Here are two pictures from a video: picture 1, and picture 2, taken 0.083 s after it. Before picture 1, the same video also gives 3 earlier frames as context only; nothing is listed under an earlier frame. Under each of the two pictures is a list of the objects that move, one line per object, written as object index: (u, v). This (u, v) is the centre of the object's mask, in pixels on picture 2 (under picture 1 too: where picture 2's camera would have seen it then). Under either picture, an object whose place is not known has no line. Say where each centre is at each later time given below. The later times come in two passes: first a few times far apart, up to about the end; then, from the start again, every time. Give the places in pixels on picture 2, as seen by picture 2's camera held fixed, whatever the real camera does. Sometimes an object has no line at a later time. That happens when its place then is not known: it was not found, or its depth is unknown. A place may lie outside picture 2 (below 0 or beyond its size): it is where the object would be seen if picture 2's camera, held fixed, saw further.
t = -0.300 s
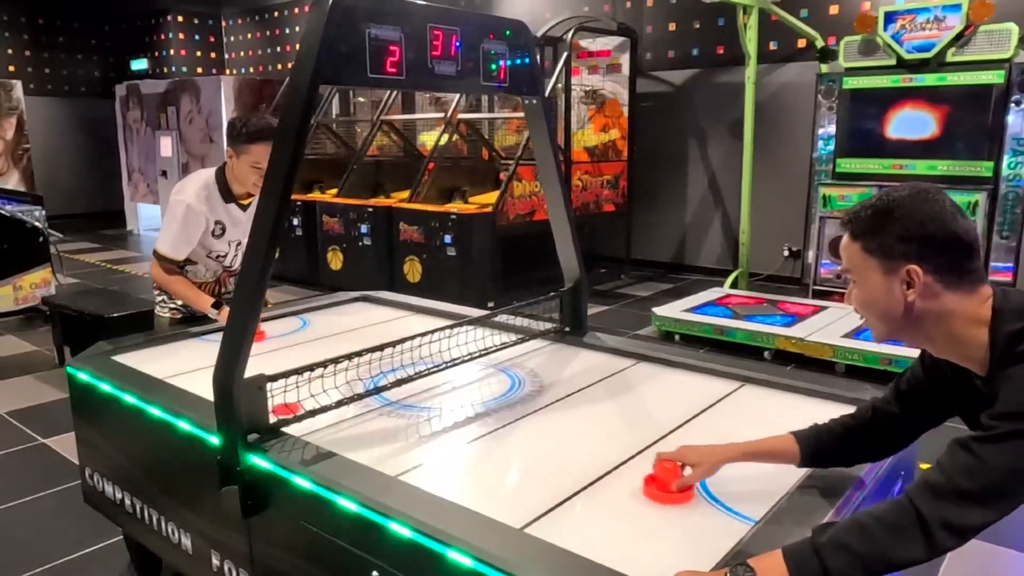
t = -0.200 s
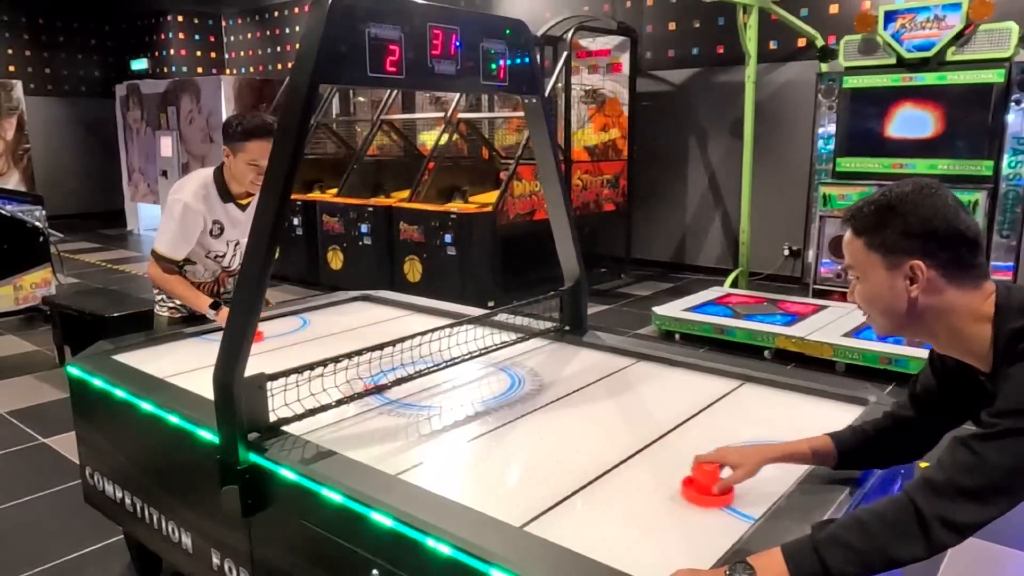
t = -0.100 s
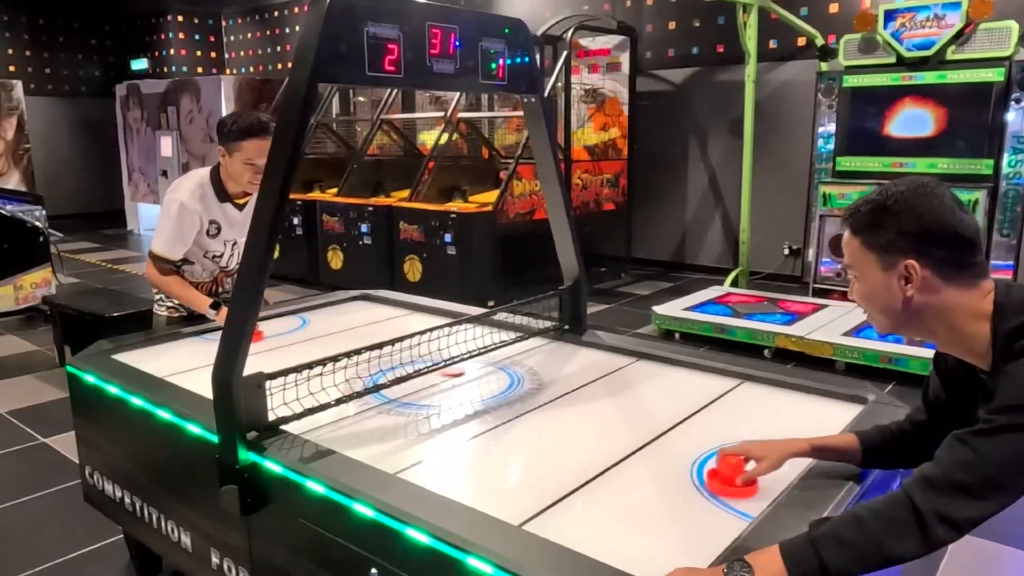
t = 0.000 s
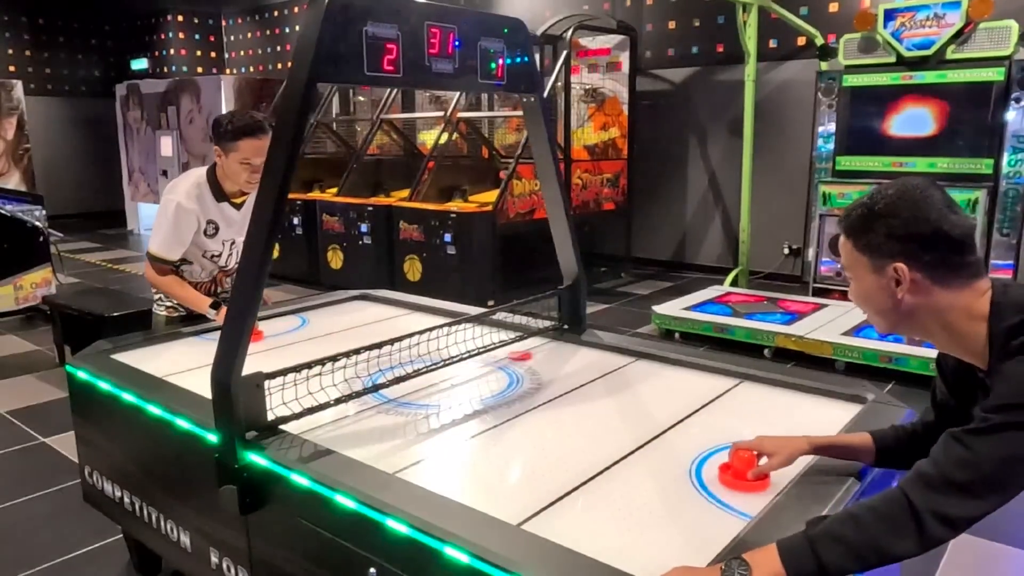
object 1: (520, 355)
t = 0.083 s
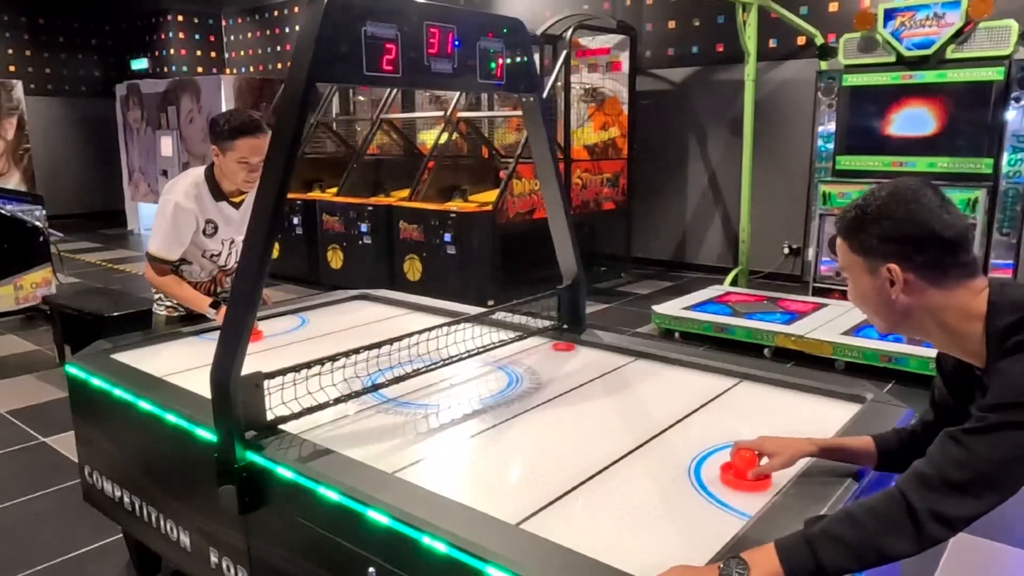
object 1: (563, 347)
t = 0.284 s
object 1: (526, 386)
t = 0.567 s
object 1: (442, 471)
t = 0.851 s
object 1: (565, 439)
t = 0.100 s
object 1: (560, 349)
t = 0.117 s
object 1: (558, 353)
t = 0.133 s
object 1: (555, 355)
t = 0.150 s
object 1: (552, 359)
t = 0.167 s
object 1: (549, 362)
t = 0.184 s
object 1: (546, 365)
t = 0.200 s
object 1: (543, 368)
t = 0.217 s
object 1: (539, 372)
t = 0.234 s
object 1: (536, 375)
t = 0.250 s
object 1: (533, 378)
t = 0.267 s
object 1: (530, 382)
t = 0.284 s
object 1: (526, 386)
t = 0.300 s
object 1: (522, 390)
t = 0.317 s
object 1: (517, 394)
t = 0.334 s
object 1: (514, 398)
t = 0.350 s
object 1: (509, 402)
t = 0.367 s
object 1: (505, 406)
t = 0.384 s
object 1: (501, 411)
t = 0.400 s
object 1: (497, 415)
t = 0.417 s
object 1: (492, 420)
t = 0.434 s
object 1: (488, 425)
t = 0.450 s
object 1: (483, 430)
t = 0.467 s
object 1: (478, 435)
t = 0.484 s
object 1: (473, 440)
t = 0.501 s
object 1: (469, 446)
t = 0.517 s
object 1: (462, 452)
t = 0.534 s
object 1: (456, 458)
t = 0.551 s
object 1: (449, 464)
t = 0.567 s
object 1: (442, 471)
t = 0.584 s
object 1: (436, 478)
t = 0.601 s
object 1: (432, 482)
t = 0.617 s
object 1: (439, 481)
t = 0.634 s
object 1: (449, 479)
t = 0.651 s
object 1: (459, 475)
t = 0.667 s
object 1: (469, 471)
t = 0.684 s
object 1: (478, 468)
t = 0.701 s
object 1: (488, 465)
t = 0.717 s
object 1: (497, 461)
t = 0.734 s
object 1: (506, 459)
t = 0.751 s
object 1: (515, 455)
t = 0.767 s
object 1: (524, 452)
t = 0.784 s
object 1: (532, 450)
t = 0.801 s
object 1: (541, 447)
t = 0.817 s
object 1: (549, 444)
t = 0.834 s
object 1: (557, 441)
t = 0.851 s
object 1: (565, 439)
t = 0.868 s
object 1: (573, 436)
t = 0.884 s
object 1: (581, 433)
